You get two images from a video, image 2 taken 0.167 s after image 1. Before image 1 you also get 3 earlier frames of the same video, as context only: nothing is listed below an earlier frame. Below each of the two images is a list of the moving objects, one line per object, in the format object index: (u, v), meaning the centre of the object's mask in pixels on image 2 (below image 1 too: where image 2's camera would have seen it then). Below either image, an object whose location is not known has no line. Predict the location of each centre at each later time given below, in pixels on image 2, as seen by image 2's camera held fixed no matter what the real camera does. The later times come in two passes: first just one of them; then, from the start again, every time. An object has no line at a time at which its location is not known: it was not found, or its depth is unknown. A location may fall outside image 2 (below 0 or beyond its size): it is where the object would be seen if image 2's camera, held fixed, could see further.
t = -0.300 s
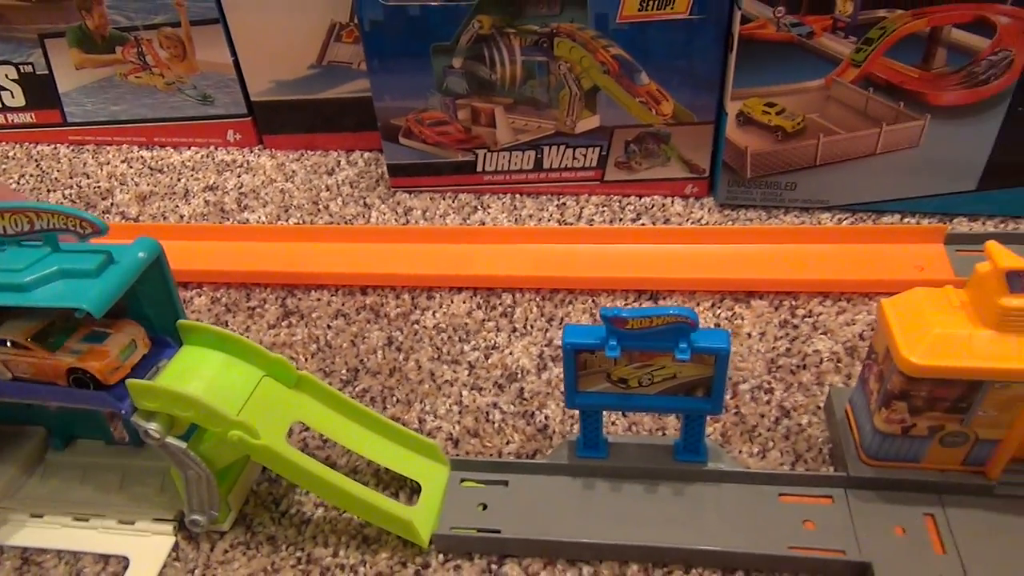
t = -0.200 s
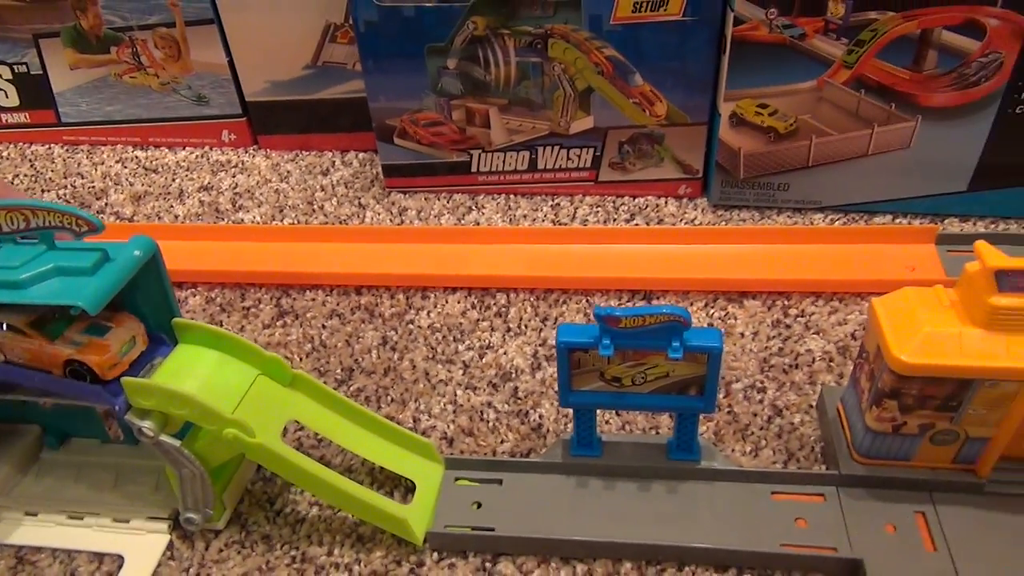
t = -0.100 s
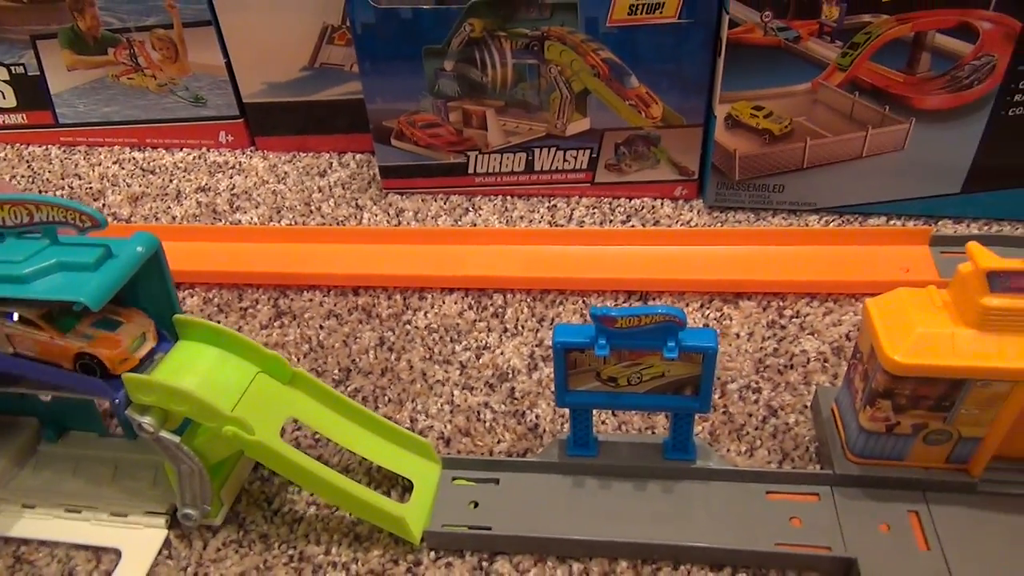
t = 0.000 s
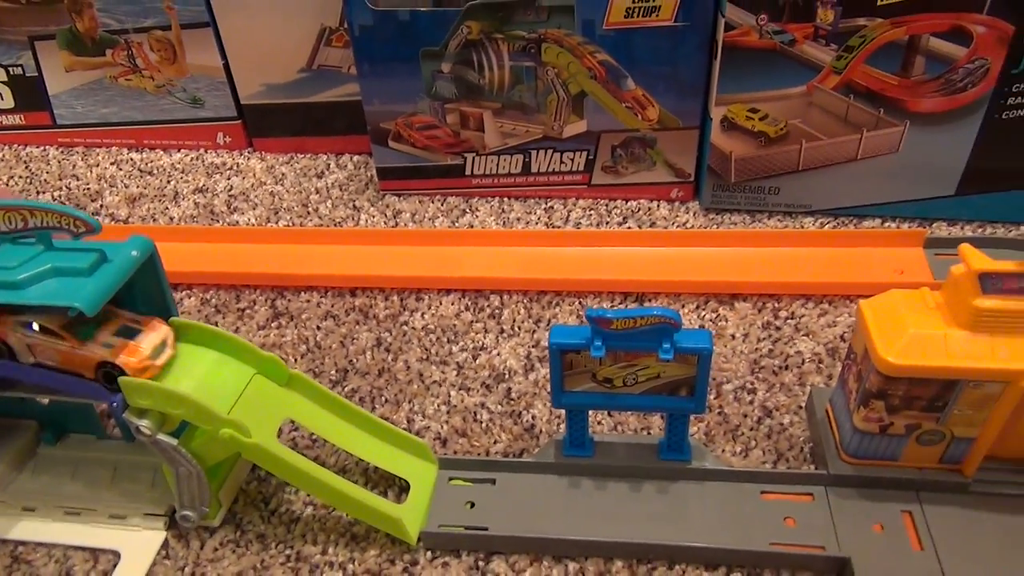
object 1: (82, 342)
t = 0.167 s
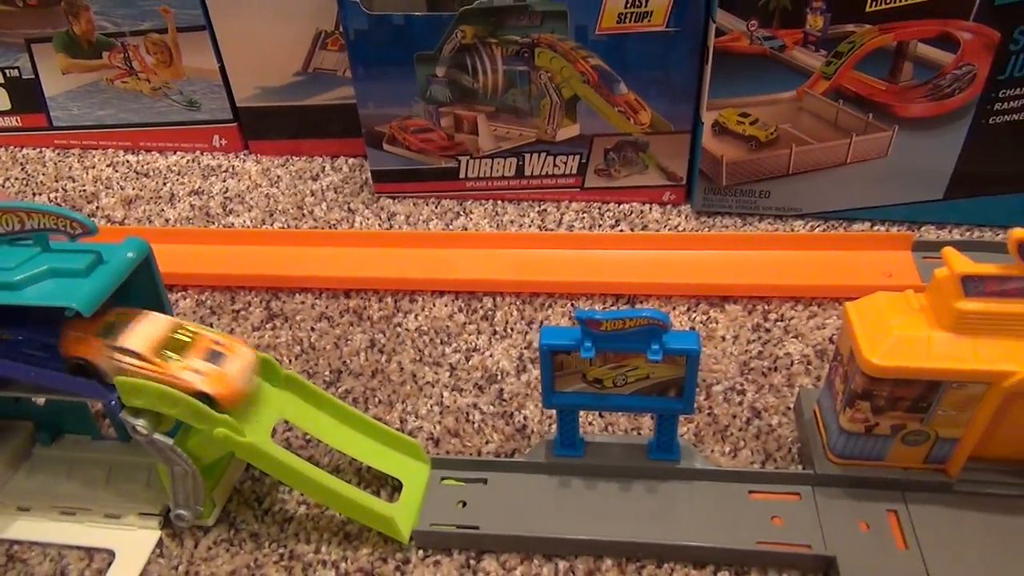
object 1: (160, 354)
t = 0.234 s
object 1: (225, 377)
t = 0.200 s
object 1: (188, 362)
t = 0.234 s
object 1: (225, 377)
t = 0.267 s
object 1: (269, 400)
